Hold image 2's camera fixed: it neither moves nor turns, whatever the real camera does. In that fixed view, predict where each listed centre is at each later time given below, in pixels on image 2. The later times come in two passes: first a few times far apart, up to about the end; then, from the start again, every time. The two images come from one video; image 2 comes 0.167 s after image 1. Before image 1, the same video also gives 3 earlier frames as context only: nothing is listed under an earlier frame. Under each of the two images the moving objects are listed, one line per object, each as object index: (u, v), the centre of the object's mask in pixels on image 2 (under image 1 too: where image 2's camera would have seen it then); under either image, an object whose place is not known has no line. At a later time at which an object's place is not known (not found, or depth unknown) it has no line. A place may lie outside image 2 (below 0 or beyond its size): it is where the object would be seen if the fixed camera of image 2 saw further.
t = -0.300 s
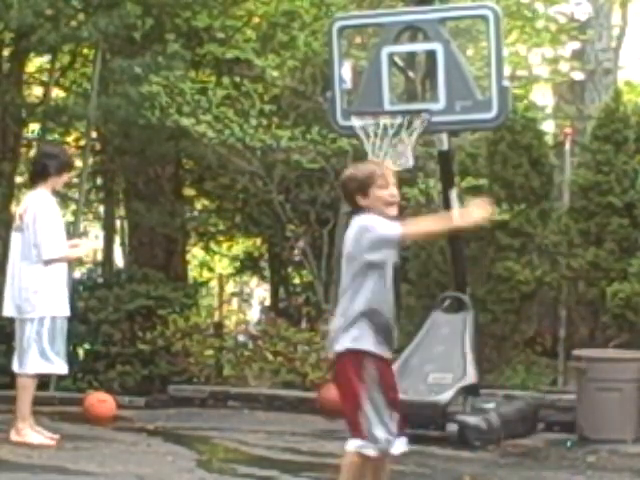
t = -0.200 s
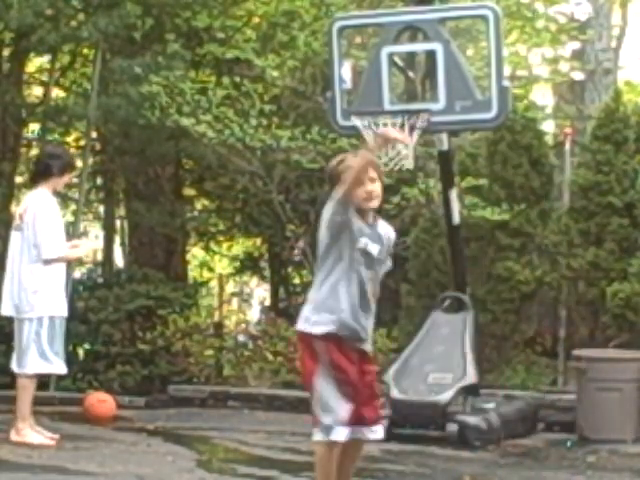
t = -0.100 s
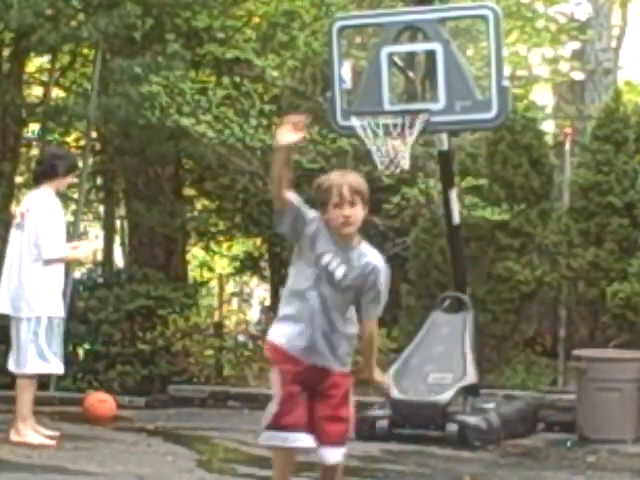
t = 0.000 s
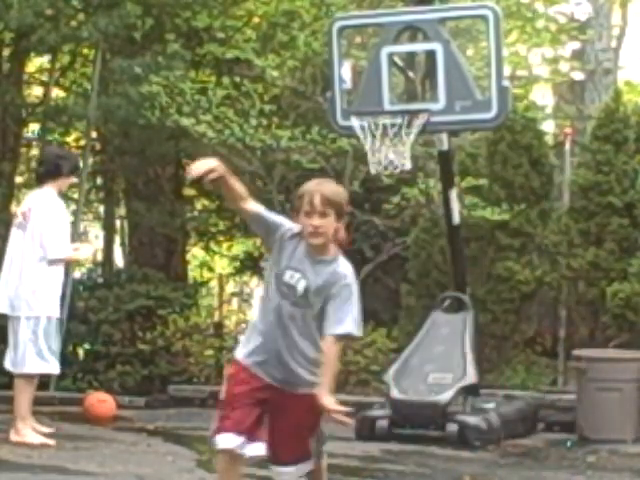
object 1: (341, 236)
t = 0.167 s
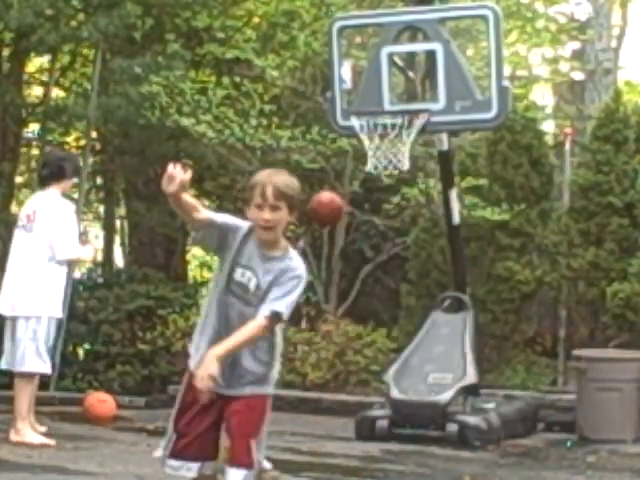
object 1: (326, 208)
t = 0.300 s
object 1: (320, 210)
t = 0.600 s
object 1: (304, 306)
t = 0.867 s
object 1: (294, 346)
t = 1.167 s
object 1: (284, 269)
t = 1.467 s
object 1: (270, 315)
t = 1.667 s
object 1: (256, 391)
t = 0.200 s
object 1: (324, 206)
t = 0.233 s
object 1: (323, 206)
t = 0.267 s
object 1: (322, 207)
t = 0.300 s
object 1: (320, 210)
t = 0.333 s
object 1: (319, 214)
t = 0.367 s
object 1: (318, 220)
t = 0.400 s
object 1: (317, 227)
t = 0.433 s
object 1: (314, 237)
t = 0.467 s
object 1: (312, 247)
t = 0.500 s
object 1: (310, 258)
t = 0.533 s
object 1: (309, 273)
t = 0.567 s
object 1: (306, 288)
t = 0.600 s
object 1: (304, 306)
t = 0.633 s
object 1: (303, 324)
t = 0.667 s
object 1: (301, 346)
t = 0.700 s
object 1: (299, 368)
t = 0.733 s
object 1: (296, 389)
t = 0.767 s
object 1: (295, 401)
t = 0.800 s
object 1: (293, 380)
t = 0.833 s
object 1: (294, 362)
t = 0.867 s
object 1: (294, 346)
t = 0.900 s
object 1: (292, 331)
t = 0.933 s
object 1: (291, 319)
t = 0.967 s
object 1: (291, 308)
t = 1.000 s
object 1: (289, 298)
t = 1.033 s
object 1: (289, 288)
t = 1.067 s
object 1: (289, 282)
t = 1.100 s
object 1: (287, 276)
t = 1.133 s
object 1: (286, 271)
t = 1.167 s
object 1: (284, 269)
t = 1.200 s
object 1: (284, 268)
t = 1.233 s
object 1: (282, 268)
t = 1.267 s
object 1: (280, 269)
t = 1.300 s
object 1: (278, 273)
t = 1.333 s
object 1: (277, 279)
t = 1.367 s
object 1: (275, 285)
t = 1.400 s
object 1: (274, 296)
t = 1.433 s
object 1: (273, 304)
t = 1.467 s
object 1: (270, 315)
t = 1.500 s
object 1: (269, 327)
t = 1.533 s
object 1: (265, 341)
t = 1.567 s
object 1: (263, 357)
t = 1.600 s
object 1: (261, 373)
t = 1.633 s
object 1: (258, 393)
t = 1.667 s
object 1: (256, 391)
